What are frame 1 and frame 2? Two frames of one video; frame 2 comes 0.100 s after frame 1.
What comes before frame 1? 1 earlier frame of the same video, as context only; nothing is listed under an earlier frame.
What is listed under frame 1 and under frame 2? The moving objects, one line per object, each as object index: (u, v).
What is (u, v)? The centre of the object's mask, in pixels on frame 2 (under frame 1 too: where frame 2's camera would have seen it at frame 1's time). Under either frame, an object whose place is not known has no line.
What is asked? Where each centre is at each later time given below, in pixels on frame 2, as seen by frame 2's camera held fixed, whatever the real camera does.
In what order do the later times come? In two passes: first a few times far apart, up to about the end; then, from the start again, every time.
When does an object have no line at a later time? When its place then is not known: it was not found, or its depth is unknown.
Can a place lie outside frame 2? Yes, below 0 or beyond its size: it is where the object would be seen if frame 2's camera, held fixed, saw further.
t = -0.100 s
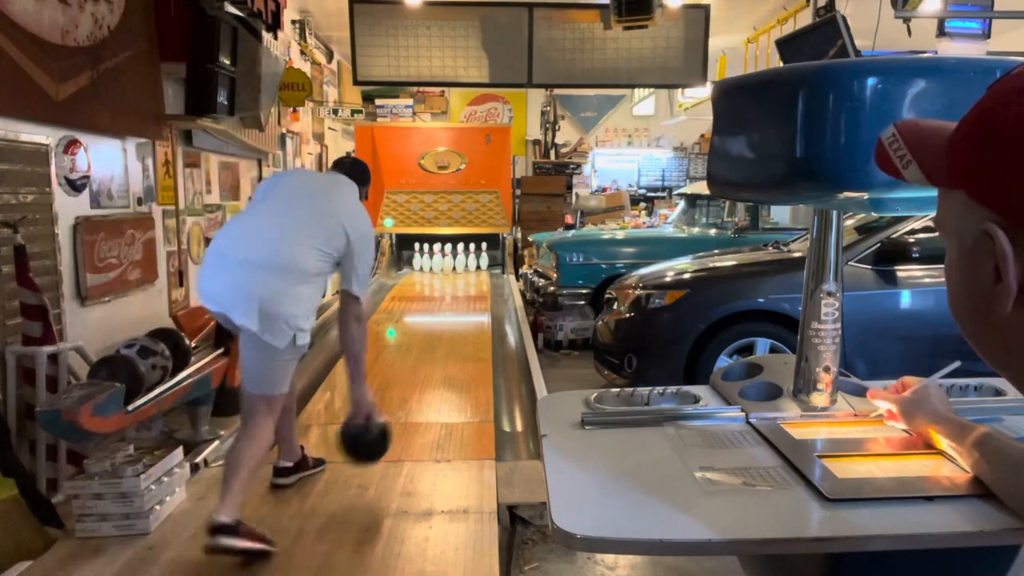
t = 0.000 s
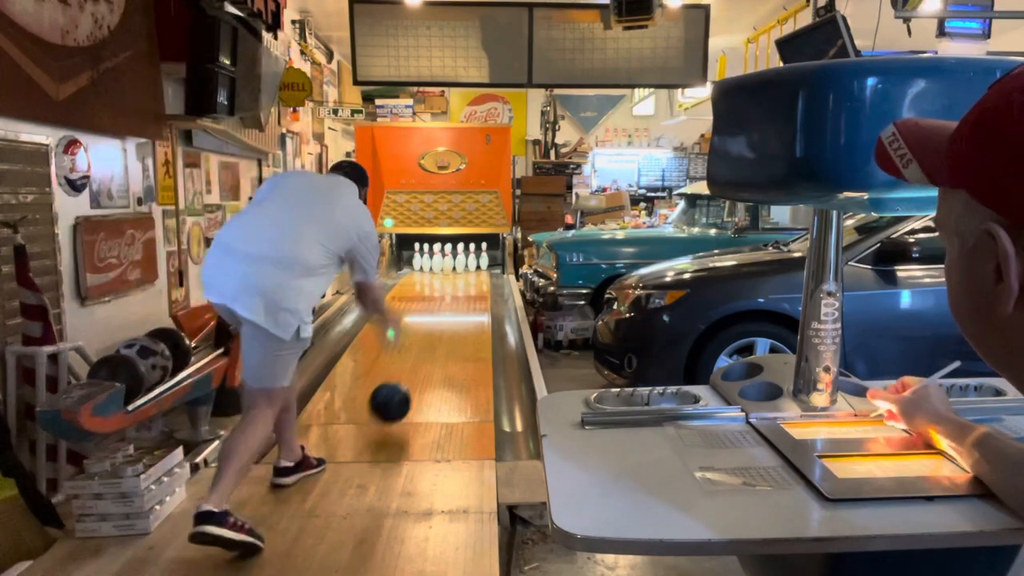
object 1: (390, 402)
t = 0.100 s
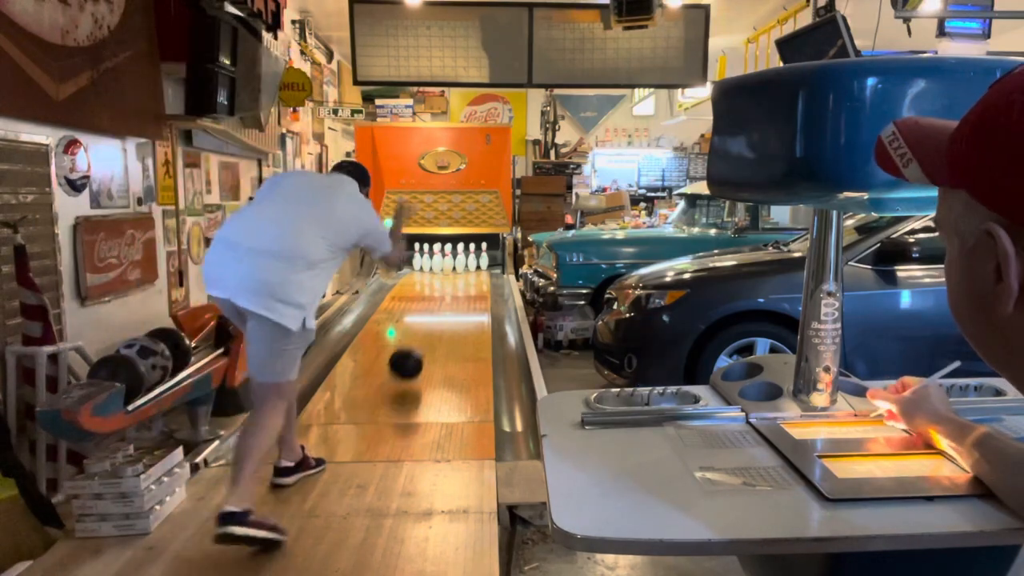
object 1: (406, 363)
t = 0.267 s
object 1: (422, 324)
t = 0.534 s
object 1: (437, 285)
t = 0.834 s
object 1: (447, 266)
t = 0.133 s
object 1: (409, 353)
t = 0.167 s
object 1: (413, 344)
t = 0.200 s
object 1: (416, 339)
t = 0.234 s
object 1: (419, 331)
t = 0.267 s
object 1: (422, 324)
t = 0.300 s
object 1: (424, 317)
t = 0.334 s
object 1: (427, 311)
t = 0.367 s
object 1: (429, 305)
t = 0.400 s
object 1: (431, 301)
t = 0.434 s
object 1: (433, 296)
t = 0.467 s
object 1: (434, 292)
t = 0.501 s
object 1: (436, 288)
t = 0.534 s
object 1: (437, 285)
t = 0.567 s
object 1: (439, 281)
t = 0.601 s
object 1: (440, 279)
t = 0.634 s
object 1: (442, 276)
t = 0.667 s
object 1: (443, 274)
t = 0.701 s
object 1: (444, 272)
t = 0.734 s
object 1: (445, 269)
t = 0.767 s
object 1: (446, 268)
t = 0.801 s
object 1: (447, 266)
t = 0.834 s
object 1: (447, 266)
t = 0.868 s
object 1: (448, 265)
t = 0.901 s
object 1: (449, 264)
